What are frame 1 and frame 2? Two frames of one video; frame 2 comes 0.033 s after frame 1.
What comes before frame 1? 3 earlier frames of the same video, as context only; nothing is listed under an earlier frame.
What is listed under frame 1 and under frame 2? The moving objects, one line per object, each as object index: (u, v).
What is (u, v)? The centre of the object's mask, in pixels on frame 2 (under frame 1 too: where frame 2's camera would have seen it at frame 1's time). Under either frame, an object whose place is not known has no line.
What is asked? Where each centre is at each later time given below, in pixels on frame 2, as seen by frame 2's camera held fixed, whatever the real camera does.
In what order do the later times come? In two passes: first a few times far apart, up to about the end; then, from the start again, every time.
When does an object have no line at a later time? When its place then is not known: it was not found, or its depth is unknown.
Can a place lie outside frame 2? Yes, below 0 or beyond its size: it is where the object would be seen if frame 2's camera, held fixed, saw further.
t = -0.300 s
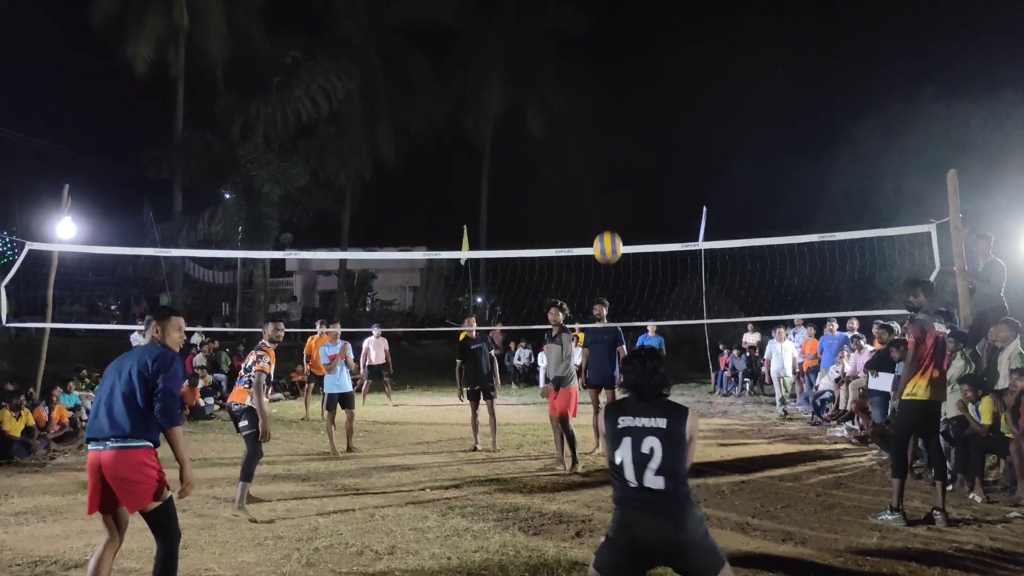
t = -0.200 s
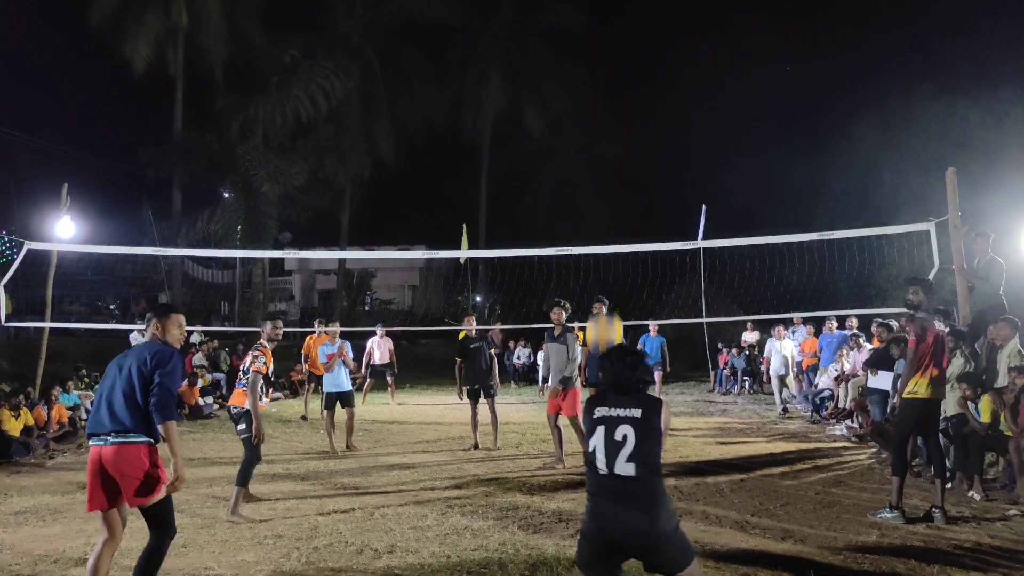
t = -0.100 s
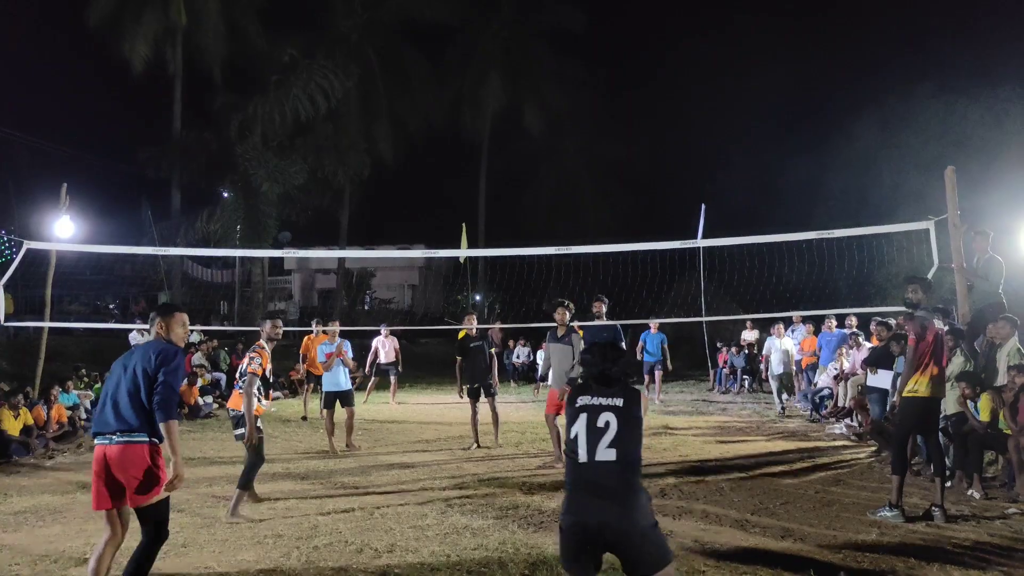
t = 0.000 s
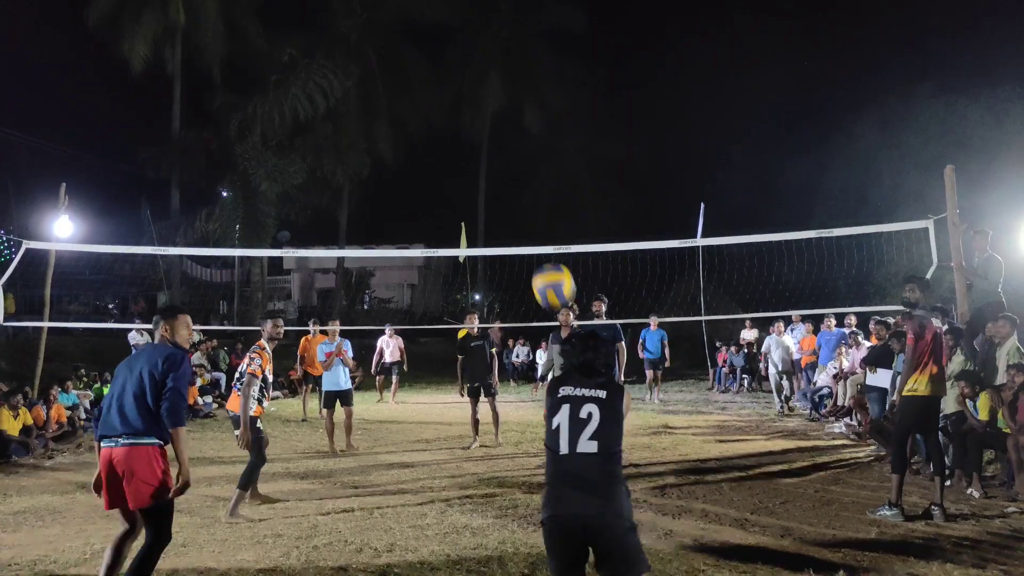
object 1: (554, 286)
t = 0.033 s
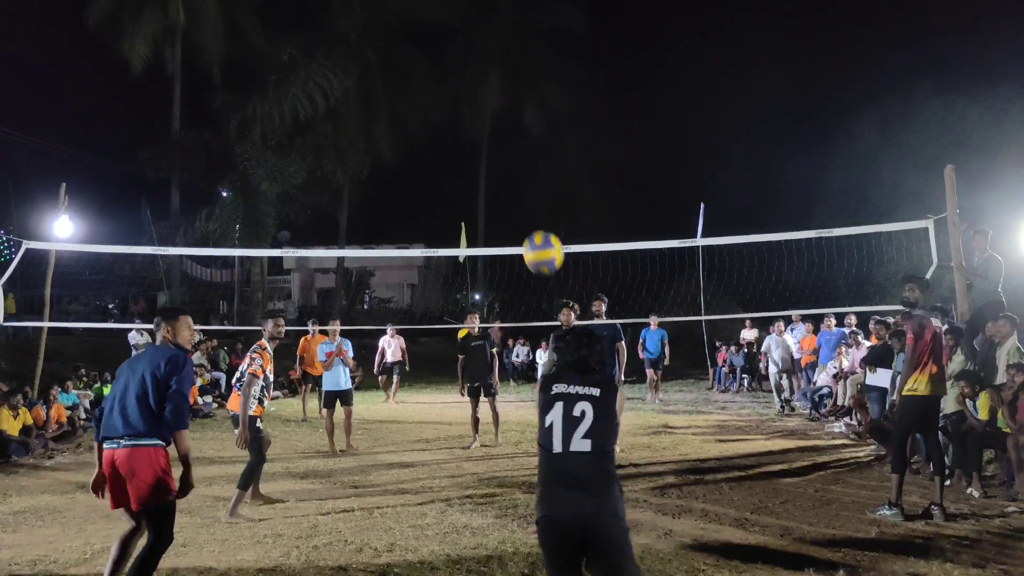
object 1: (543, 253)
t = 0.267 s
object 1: (487, 106)
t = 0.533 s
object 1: (446, 75)
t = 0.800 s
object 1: (418, 131)
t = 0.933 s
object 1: (407, 180)
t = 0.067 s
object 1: (534, 223)
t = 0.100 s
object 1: (525, 197)
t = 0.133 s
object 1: (516, 173)
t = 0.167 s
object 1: (508, 152)
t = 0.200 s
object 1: (500, 134)
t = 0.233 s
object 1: (493, 119)
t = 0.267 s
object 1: (487, 106)
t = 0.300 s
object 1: (481, 96)
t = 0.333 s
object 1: (475, 89)
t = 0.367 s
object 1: (470, 83)
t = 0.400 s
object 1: (465, 78)
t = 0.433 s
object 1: (460, 76)
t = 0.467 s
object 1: (455, 74)
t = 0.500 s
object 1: (450, 74)
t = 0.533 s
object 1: (446, 75)
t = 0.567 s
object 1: (442, 78)
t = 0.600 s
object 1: (438, 83)
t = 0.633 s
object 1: (434, 88)
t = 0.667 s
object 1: (430, 95)
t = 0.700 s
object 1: (427, 103)
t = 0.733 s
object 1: (424, 112)
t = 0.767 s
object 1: (421, 122)
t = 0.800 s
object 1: (418, 131)
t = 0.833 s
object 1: (415, 142)
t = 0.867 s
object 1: (412, 154)
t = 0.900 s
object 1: (409, 166)
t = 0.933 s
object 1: (407, 180)
